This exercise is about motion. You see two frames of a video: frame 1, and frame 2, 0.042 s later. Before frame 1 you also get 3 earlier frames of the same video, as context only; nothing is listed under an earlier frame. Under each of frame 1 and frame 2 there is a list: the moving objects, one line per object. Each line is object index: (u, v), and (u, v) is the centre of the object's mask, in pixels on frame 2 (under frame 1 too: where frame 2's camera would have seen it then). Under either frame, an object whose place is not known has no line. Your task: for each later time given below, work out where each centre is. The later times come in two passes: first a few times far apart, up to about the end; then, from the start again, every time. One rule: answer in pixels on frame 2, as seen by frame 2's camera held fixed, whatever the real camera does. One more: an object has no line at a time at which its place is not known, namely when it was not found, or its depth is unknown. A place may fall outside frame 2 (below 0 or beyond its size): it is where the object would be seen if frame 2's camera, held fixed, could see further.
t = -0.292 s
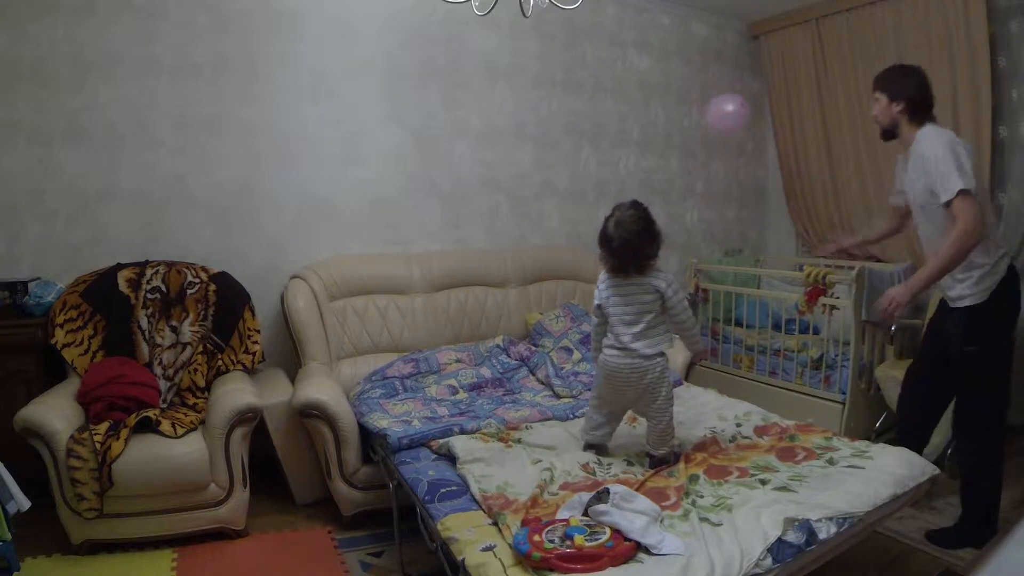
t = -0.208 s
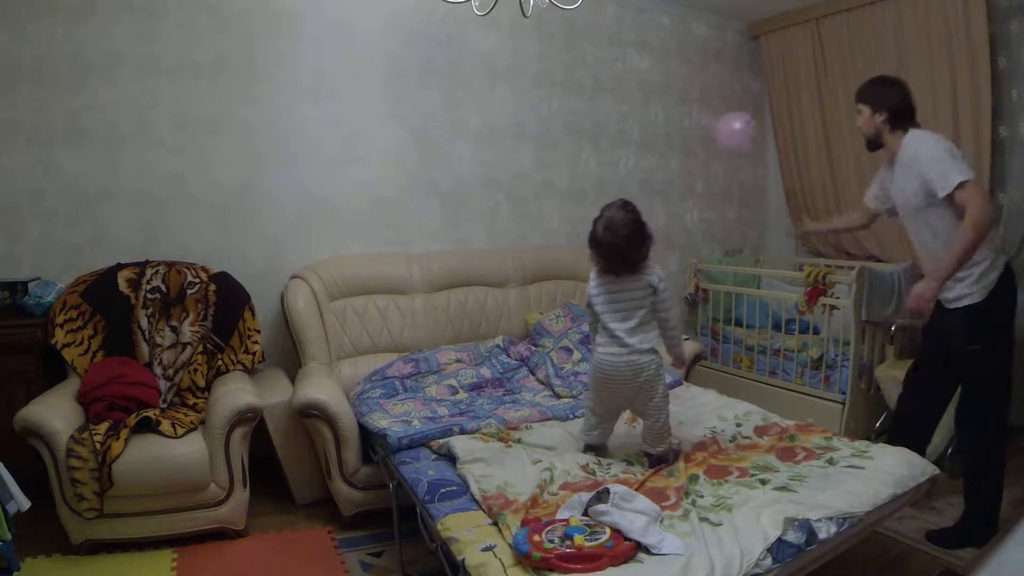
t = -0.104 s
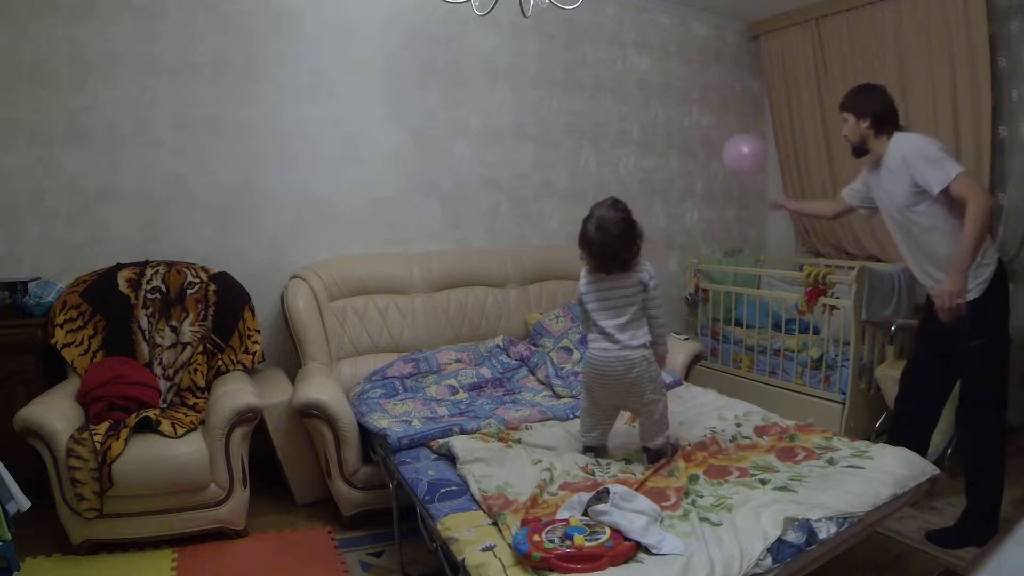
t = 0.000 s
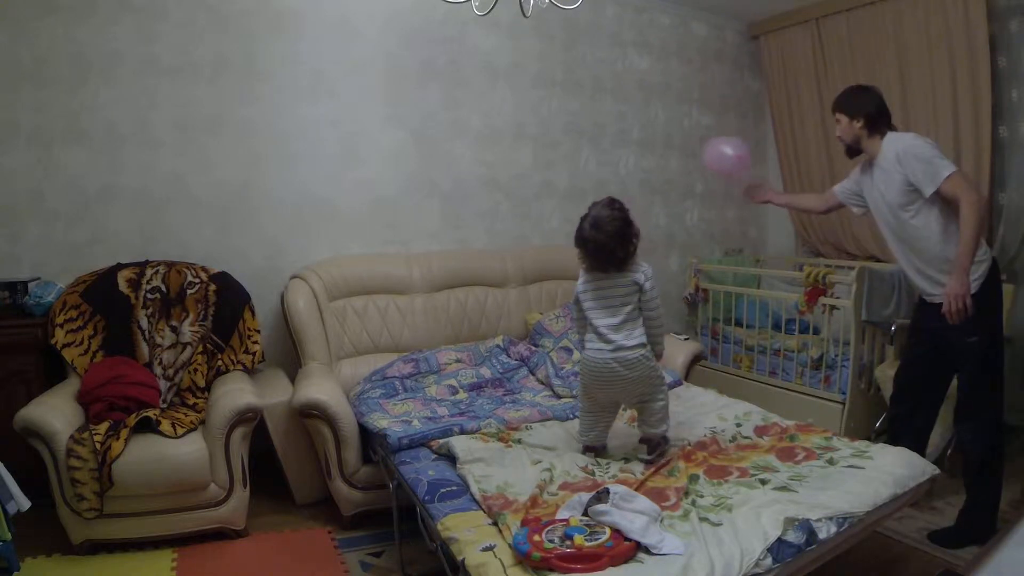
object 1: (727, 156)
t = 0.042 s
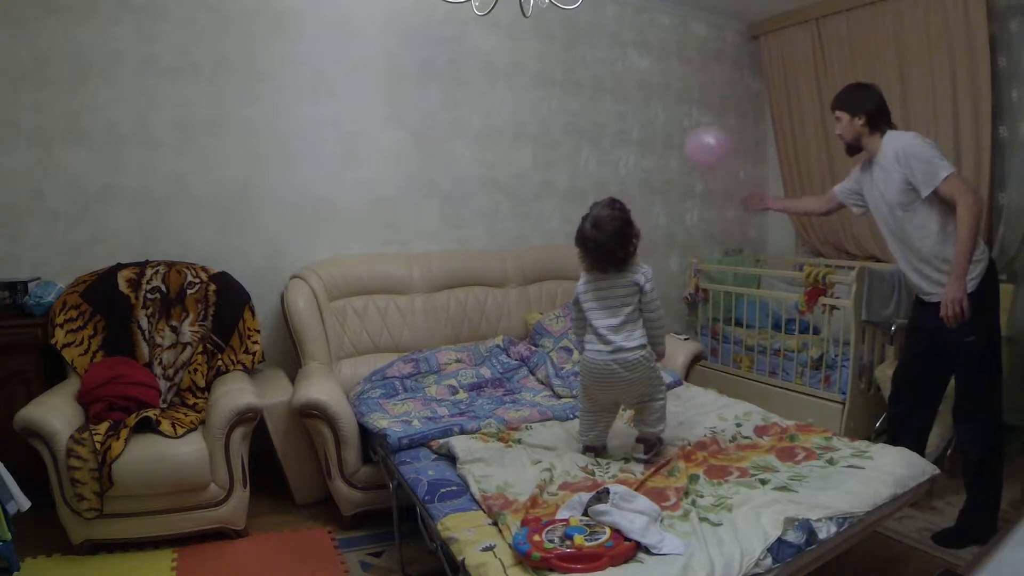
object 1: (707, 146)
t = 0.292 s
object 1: (616, 102)
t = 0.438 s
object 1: (580, 88)
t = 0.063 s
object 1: (697, 142)
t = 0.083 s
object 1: (688, 137)
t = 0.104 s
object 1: (678, 132)
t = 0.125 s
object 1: (670, 130)
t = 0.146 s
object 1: (664, 126)
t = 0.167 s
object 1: (658, 122)
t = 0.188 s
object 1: (650, 117)
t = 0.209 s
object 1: (643, 114)
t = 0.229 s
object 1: (636, 111)
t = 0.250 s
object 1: (628, 107)
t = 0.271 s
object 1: (621, 104)
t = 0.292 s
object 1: (616, 102)
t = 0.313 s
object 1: (610, 99)
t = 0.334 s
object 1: (604, 96)
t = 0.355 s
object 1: (599, 95)
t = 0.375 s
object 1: (594, 93)
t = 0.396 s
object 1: (589, 90)
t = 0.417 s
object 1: (584, 89)
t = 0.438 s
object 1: (580, 88)
